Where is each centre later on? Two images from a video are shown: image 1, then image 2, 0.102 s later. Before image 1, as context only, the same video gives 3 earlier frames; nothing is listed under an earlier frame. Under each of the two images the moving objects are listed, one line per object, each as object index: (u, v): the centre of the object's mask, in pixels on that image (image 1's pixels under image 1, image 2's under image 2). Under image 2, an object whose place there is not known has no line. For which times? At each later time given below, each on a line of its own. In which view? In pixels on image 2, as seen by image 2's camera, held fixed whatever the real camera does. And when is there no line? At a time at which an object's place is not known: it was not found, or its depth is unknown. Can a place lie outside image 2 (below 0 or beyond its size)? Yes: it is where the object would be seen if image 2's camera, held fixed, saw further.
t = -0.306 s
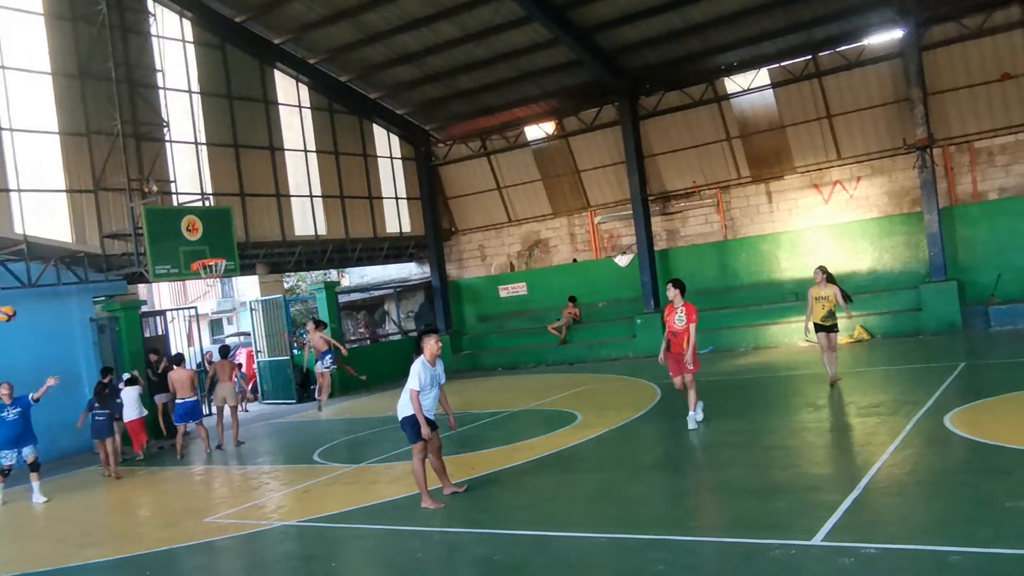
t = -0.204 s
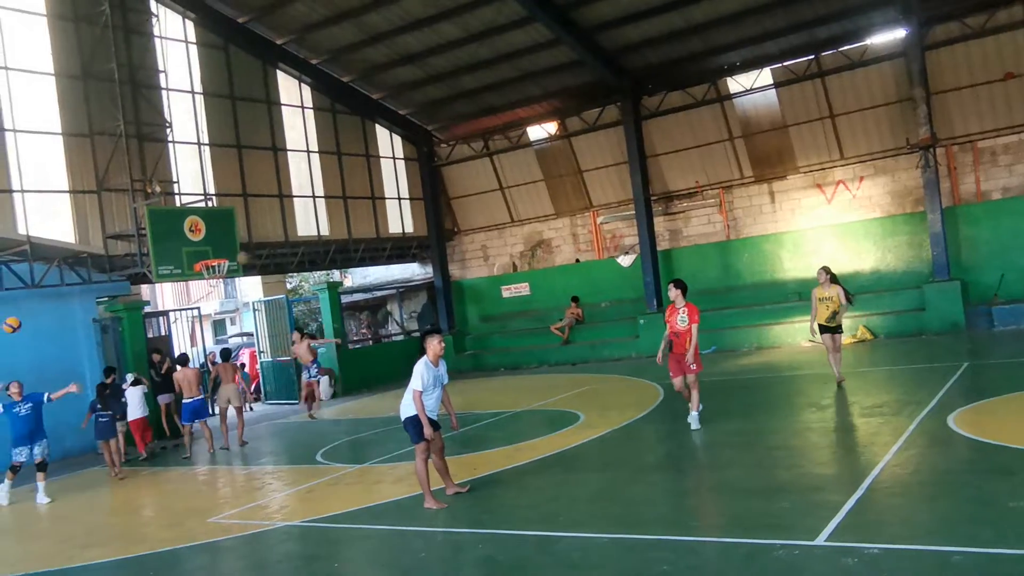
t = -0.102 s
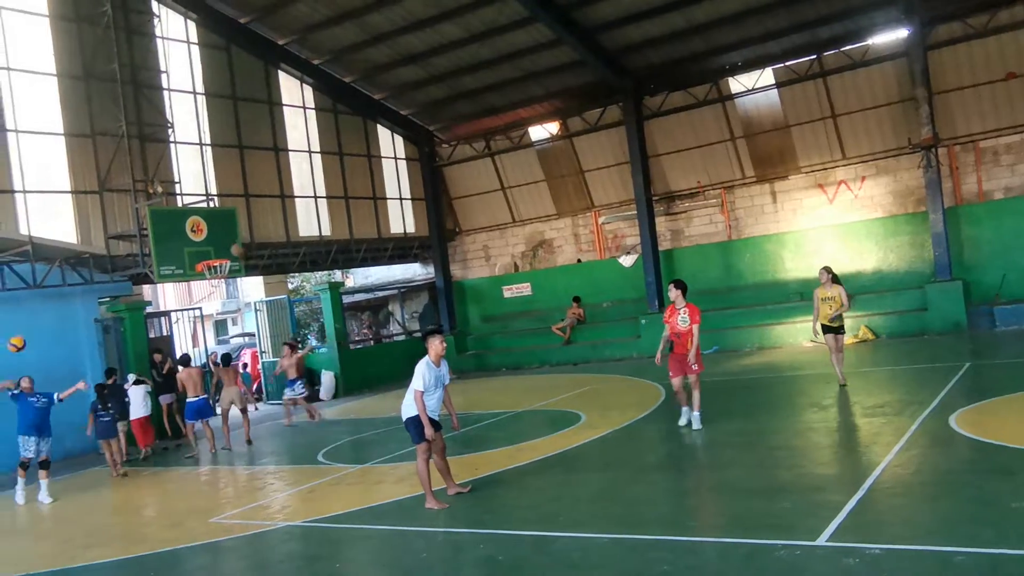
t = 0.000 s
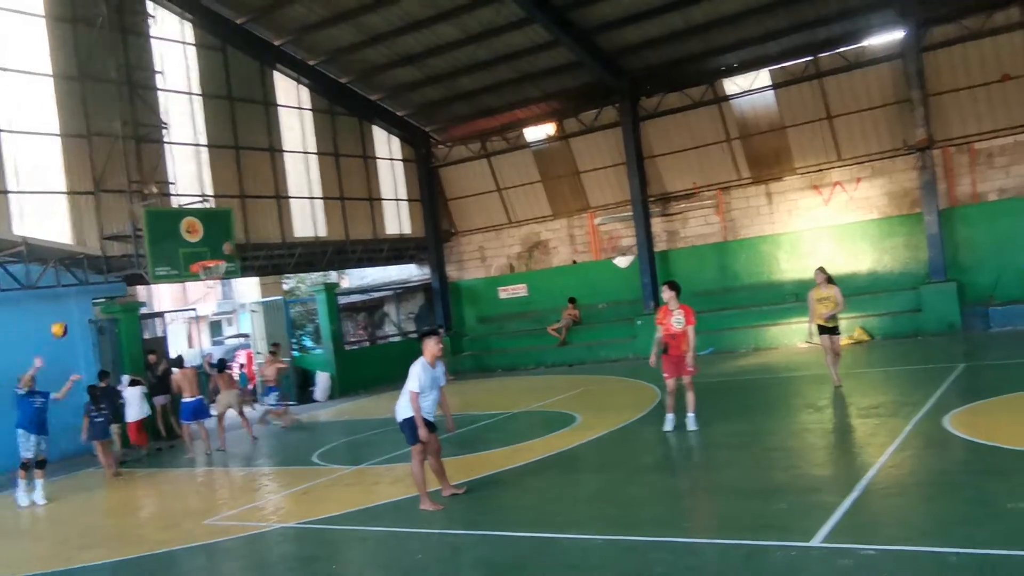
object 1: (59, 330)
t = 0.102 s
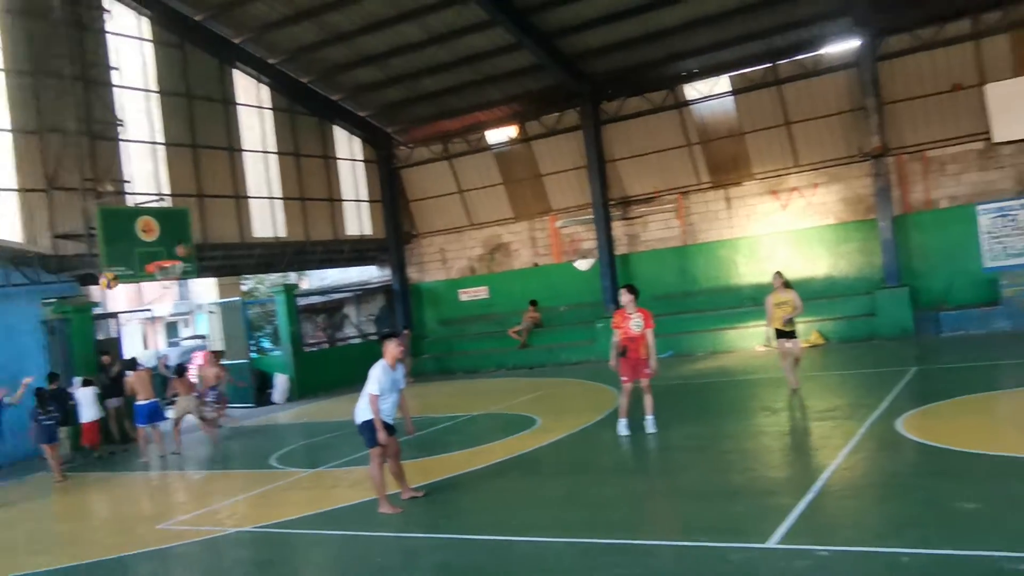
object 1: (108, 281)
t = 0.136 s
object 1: (144, 265)
